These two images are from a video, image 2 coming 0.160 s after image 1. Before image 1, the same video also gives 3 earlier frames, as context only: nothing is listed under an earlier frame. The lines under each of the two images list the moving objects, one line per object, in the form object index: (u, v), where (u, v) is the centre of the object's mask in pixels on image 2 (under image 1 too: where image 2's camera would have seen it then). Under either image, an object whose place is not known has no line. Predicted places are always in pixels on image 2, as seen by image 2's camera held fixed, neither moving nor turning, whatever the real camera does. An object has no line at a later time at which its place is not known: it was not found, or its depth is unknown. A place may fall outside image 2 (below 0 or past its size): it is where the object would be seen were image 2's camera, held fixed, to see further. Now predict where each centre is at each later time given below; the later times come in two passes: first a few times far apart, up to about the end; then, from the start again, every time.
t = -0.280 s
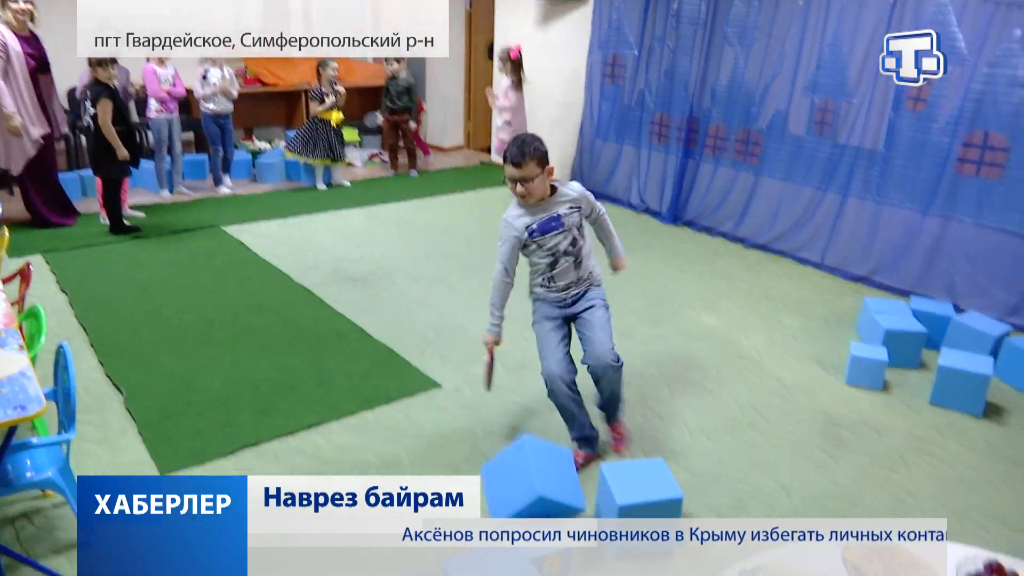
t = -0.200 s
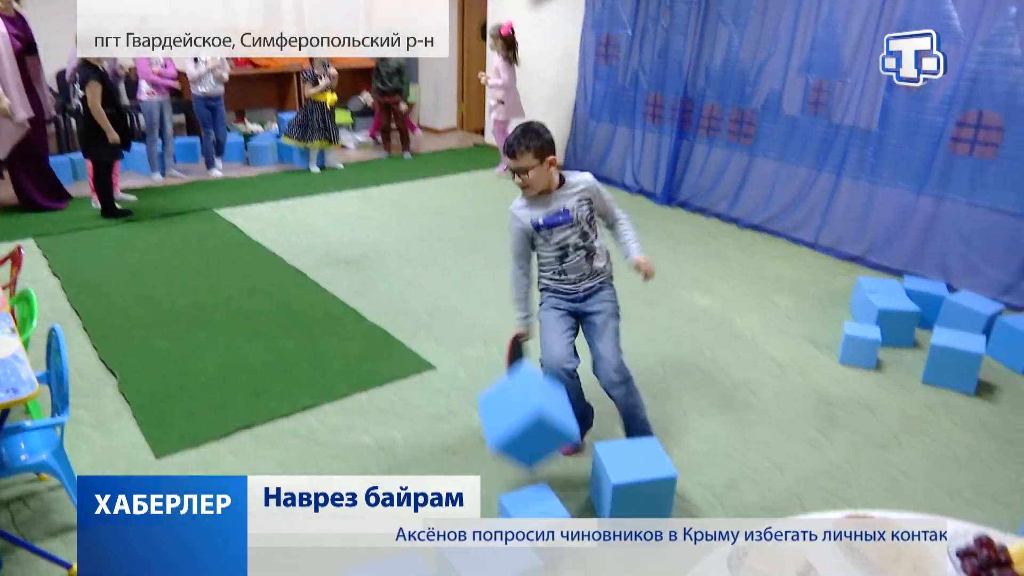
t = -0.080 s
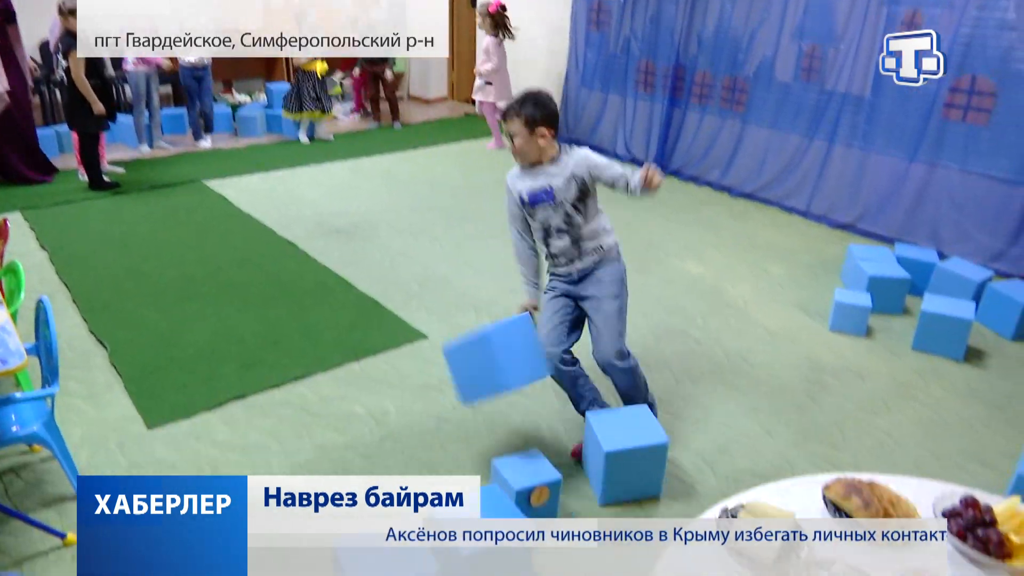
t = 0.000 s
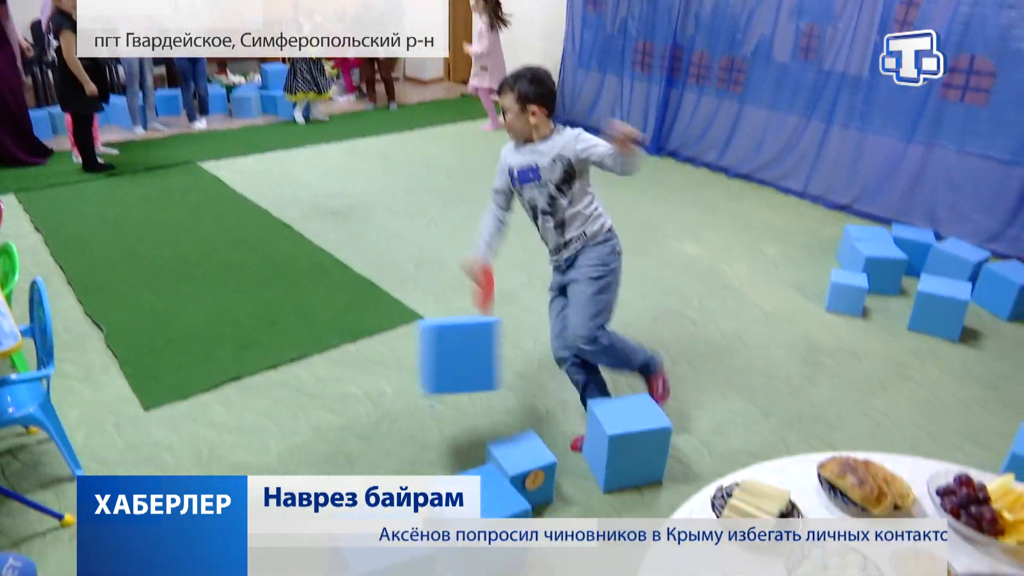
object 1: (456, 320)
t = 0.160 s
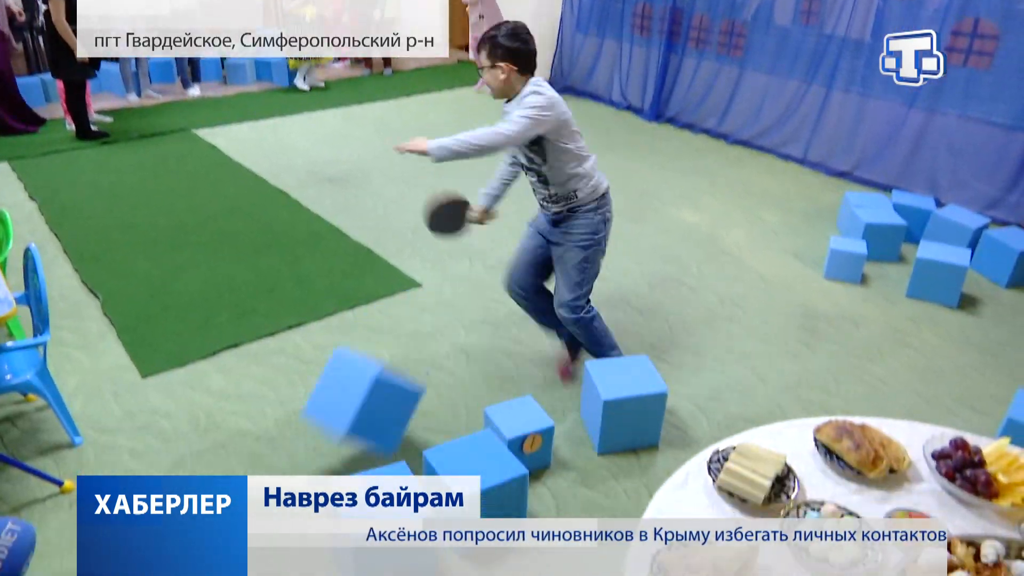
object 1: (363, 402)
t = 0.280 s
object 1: (299, 444)
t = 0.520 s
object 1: (206, 461)
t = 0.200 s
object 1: (341, 430)
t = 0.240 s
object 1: (320, 443)
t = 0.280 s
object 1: (299, 444)
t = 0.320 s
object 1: (283, 439)
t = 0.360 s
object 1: (268, 435)
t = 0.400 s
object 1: (250, 438)
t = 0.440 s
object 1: (236, 444)
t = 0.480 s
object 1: (224, 454)
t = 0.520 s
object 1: (206, 461)
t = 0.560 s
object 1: (187, 462)
